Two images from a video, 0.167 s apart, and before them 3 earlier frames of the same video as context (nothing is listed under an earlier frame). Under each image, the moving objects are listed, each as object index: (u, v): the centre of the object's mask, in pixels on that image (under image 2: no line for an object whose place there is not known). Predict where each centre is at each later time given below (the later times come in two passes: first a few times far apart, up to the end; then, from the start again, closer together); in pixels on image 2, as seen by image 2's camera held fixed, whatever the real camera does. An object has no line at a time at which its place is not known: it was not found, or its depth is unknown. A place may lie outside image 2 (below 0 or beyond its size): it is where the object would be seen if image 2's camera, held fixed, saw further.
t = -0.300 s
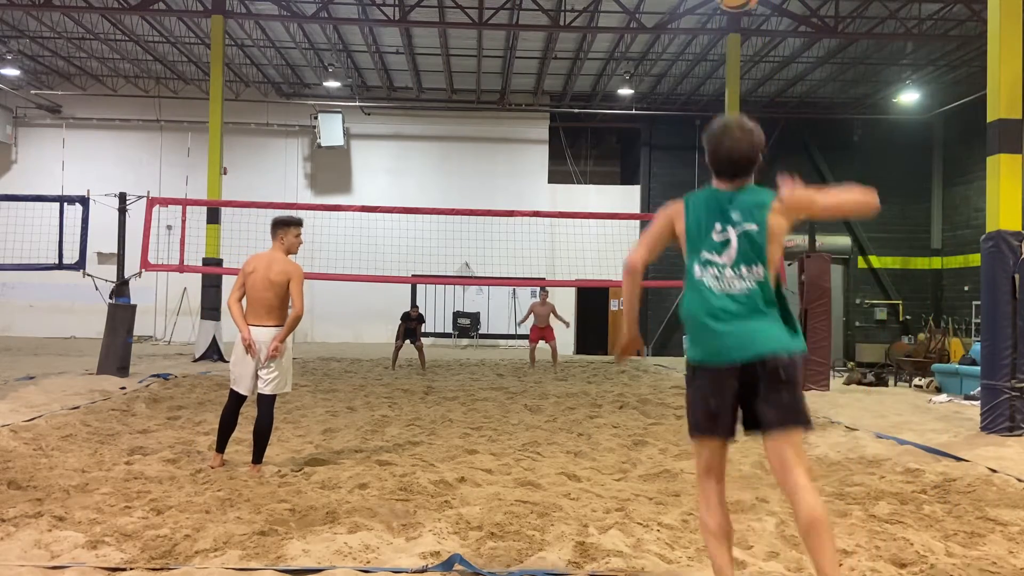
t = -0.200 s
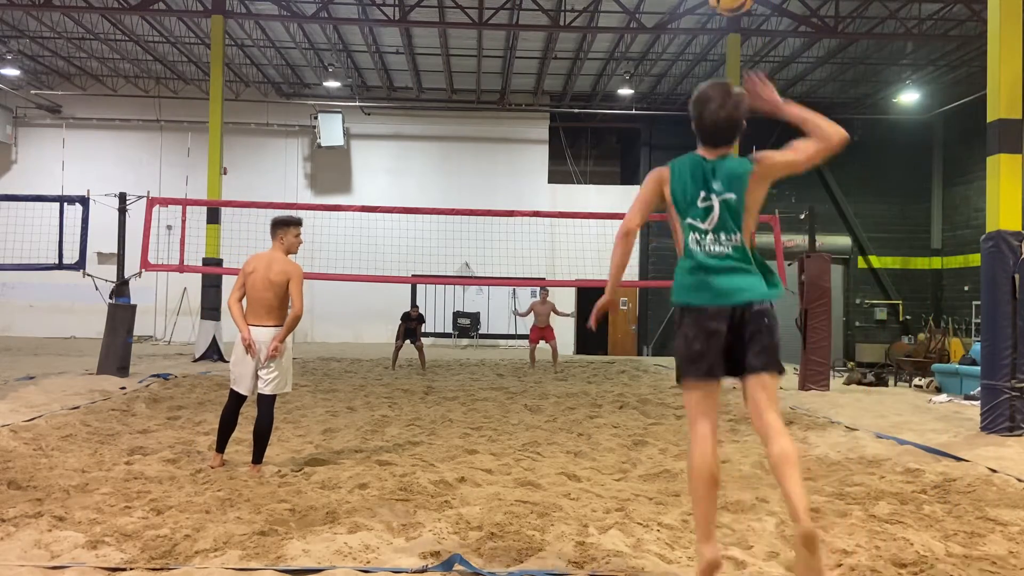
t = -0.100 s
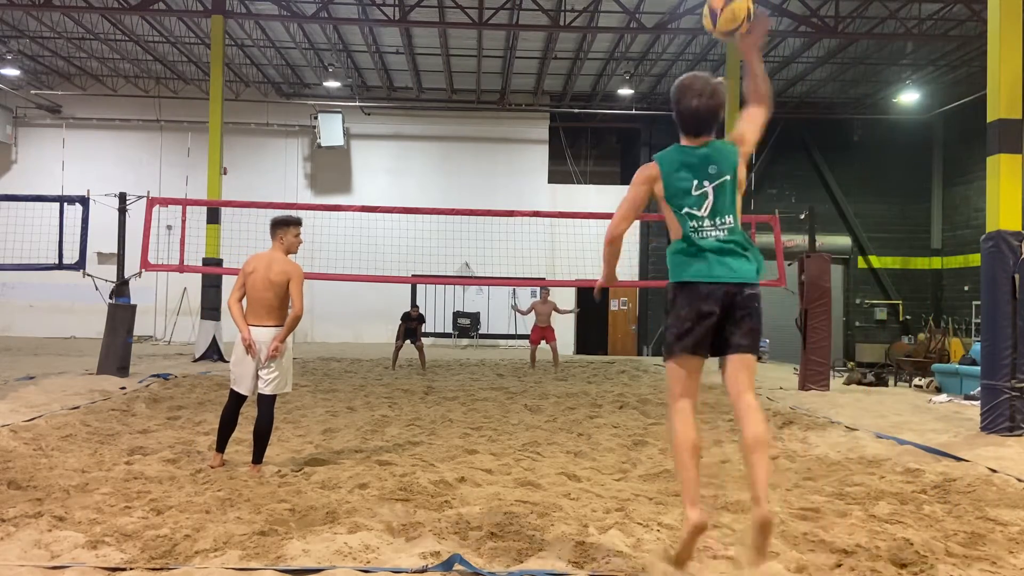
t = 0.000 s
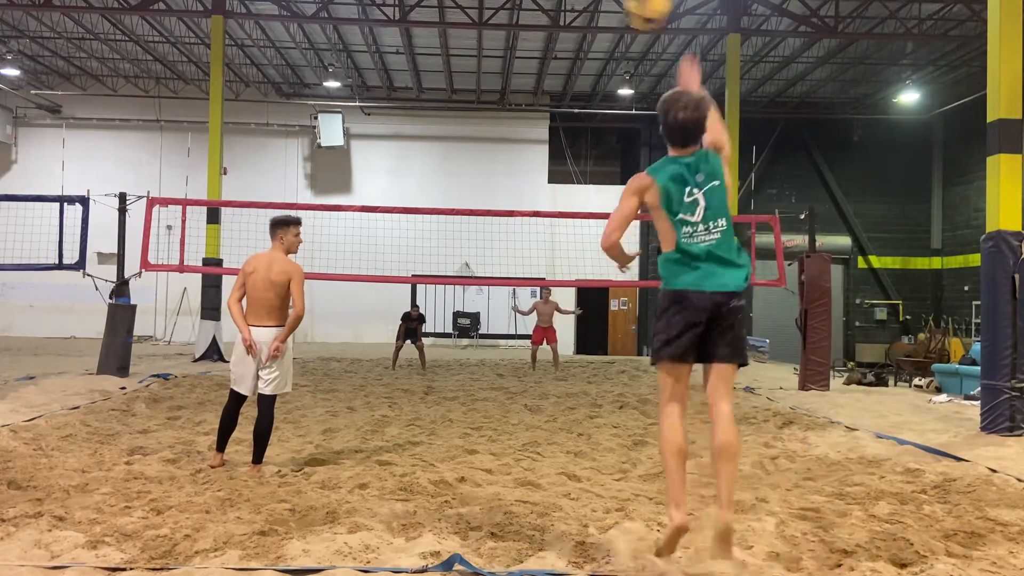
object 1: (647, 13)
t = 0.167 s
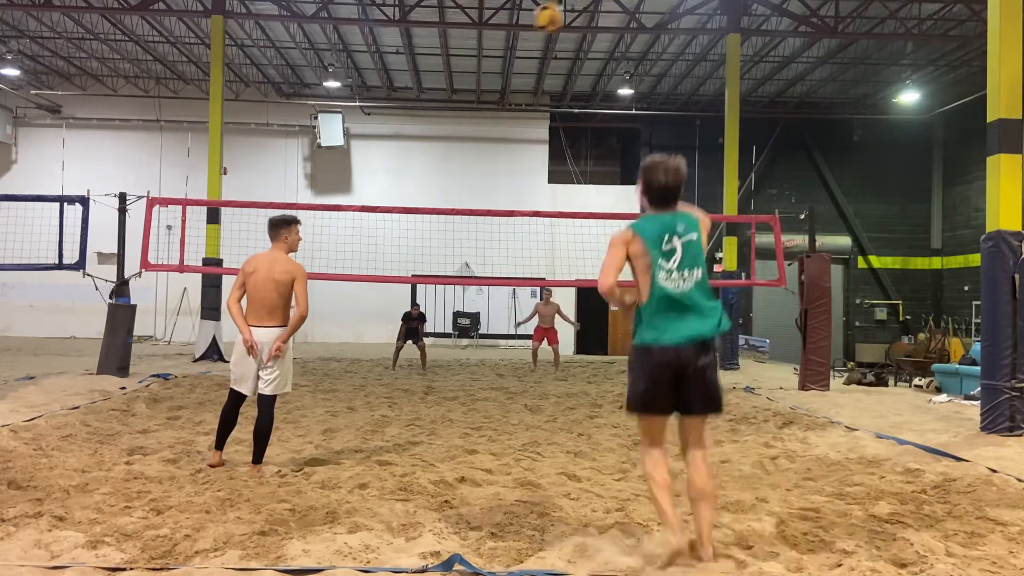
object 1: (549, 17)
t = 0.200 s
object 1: (536, 23)
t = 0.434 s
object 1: (462, 80)
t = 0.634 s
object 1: (422, 144)
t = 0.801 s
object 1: (397, 201)
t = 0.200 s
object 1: (536, 23)
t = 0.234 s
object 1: (523, 30)
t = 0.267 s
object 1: (510, 37)
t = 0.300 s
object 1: (499, 45)
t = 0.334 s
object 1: (489, 53)
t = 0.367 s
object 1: (479, 61)
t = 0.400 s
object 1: (471, 70)
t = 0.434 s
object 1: (462, 80)
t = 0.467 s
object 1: (455, 88)
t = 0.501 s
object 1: (447, 100)
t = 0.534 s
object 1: (439, 110)
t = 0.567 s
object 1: (433, 121)
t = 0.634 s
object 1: (422, 144)
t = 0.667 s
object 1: (417, 156)
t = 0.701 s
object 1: (411, 167)
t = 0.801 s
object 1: (397, 201)
